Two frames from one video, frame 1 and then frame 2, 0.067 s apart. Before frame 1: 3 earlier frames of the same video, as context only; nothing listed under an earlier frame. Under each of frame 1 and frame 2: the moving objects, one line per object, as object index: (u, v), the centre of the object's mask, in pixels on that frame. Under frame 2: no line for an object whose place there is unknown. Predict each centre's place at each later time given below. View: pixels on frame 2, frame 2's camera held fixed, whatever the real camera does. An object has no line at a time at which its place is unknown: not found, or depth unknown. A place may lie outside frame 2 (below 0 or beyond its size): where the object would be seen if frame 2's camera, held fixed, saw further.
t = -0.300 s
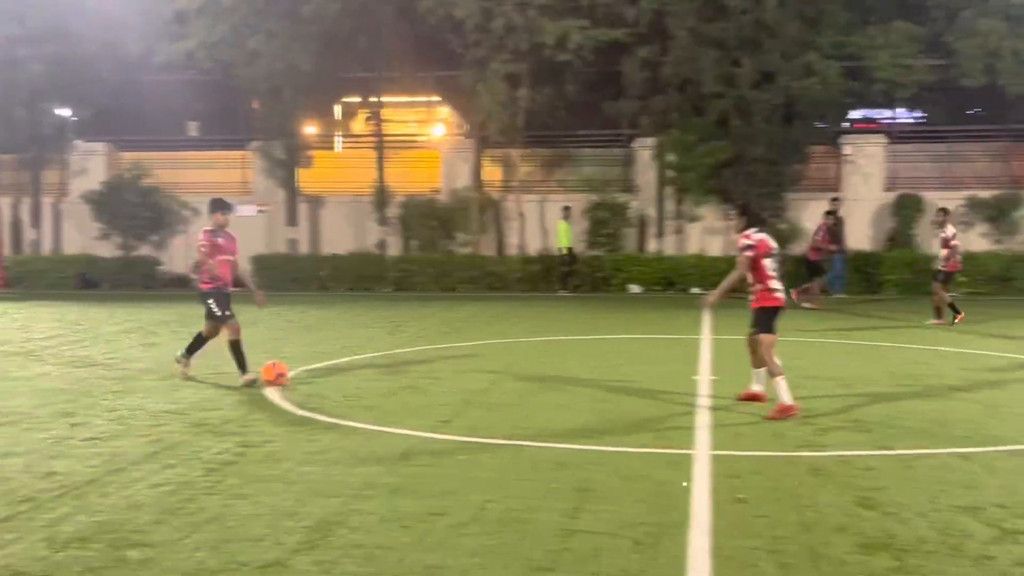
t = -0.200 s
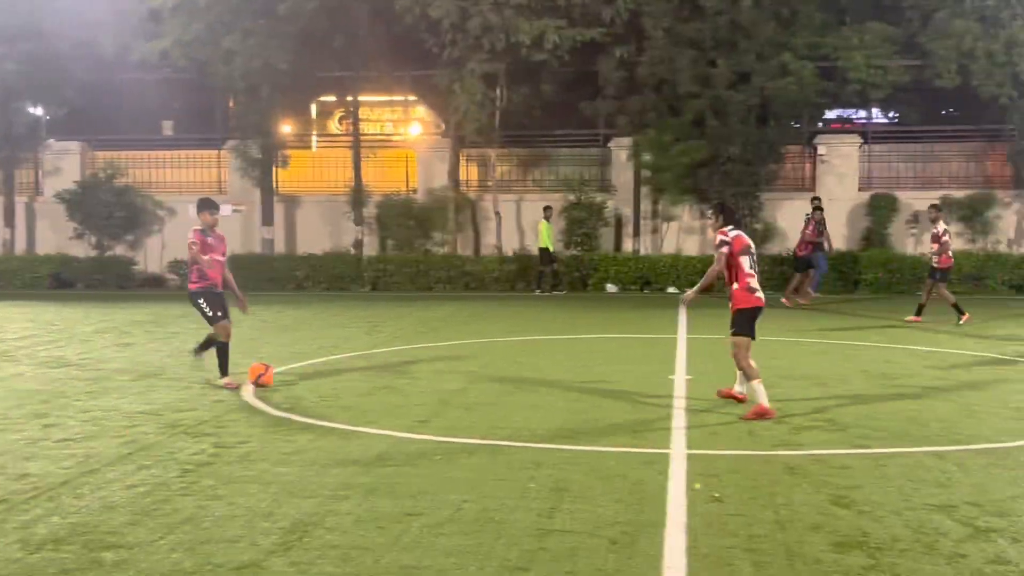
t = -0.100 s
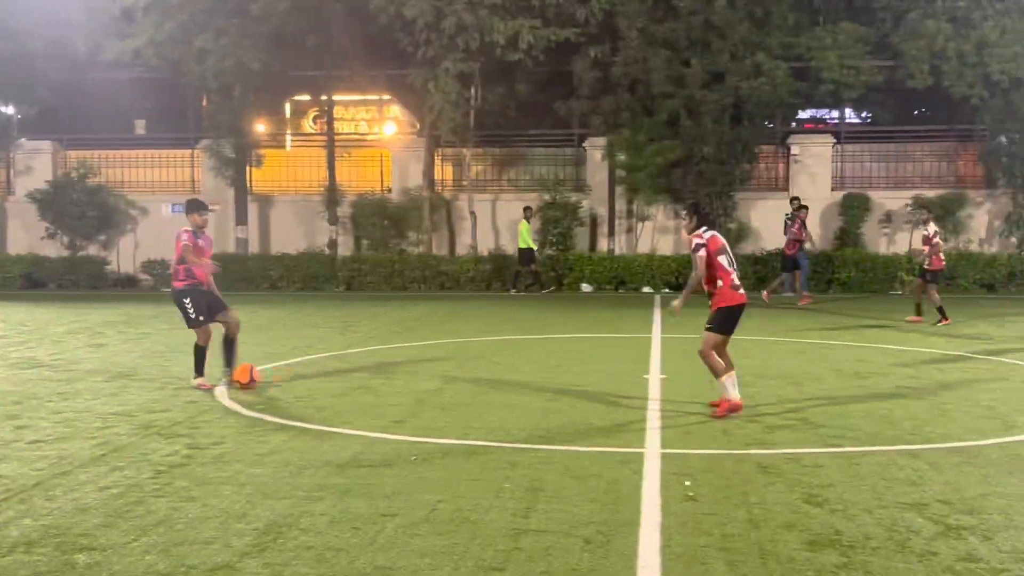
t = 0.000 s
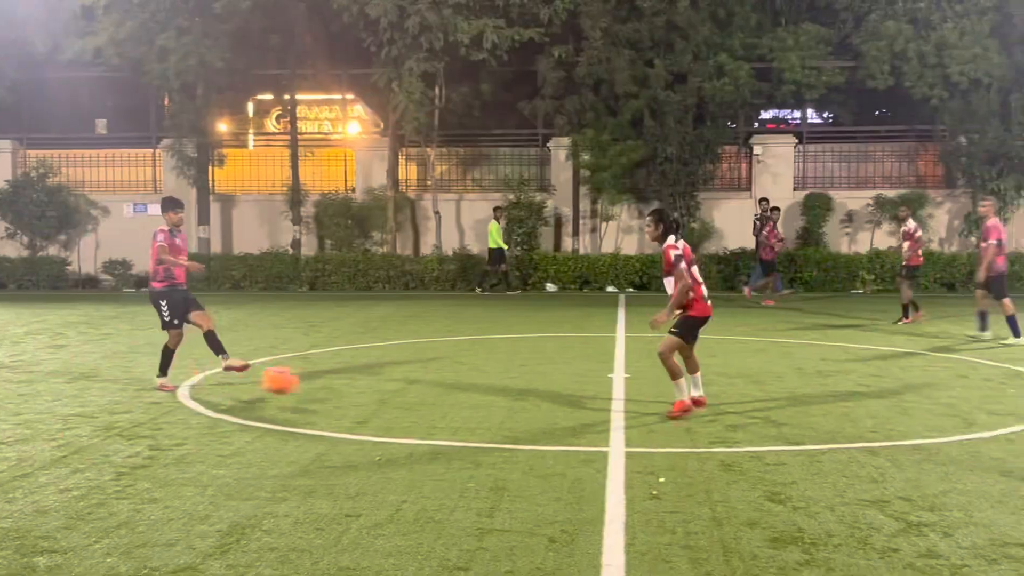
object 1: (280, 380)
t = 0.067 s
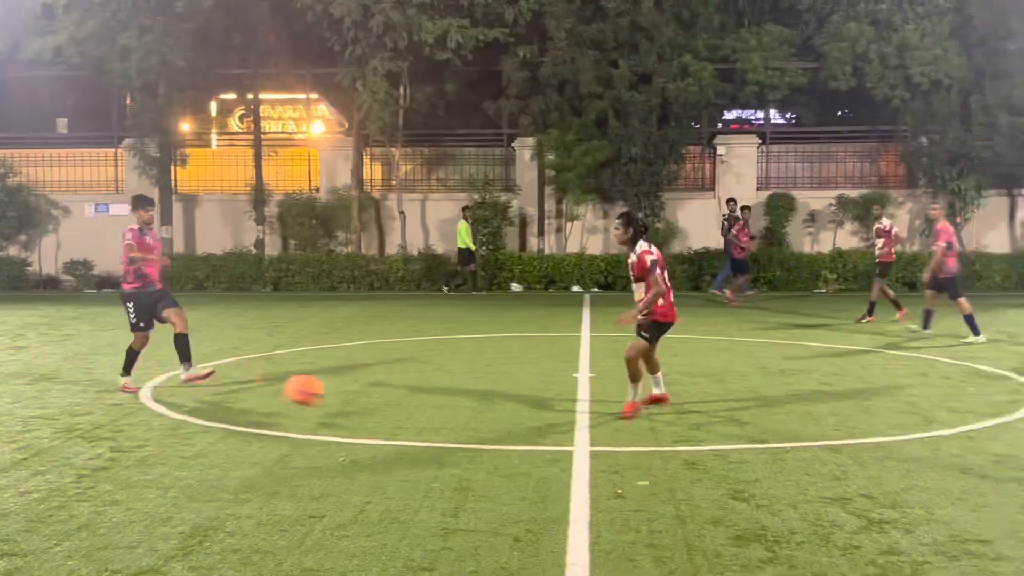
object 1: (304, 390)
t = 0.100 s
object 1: (338, 398)
